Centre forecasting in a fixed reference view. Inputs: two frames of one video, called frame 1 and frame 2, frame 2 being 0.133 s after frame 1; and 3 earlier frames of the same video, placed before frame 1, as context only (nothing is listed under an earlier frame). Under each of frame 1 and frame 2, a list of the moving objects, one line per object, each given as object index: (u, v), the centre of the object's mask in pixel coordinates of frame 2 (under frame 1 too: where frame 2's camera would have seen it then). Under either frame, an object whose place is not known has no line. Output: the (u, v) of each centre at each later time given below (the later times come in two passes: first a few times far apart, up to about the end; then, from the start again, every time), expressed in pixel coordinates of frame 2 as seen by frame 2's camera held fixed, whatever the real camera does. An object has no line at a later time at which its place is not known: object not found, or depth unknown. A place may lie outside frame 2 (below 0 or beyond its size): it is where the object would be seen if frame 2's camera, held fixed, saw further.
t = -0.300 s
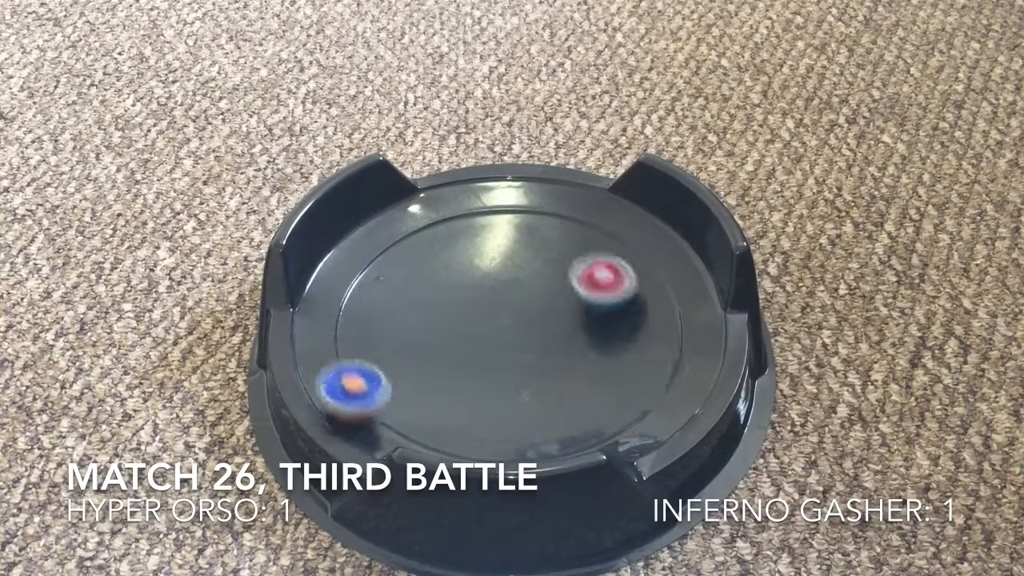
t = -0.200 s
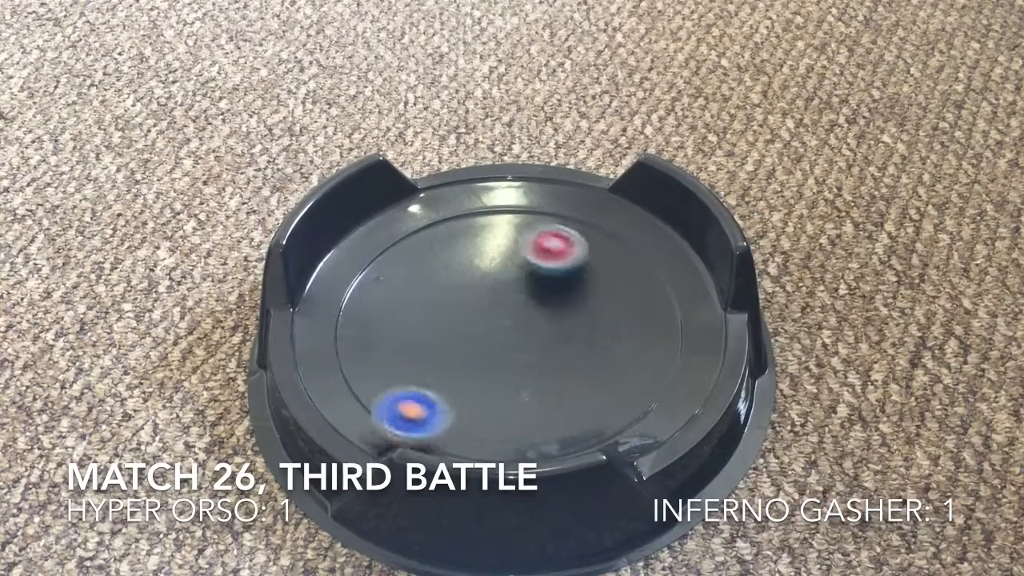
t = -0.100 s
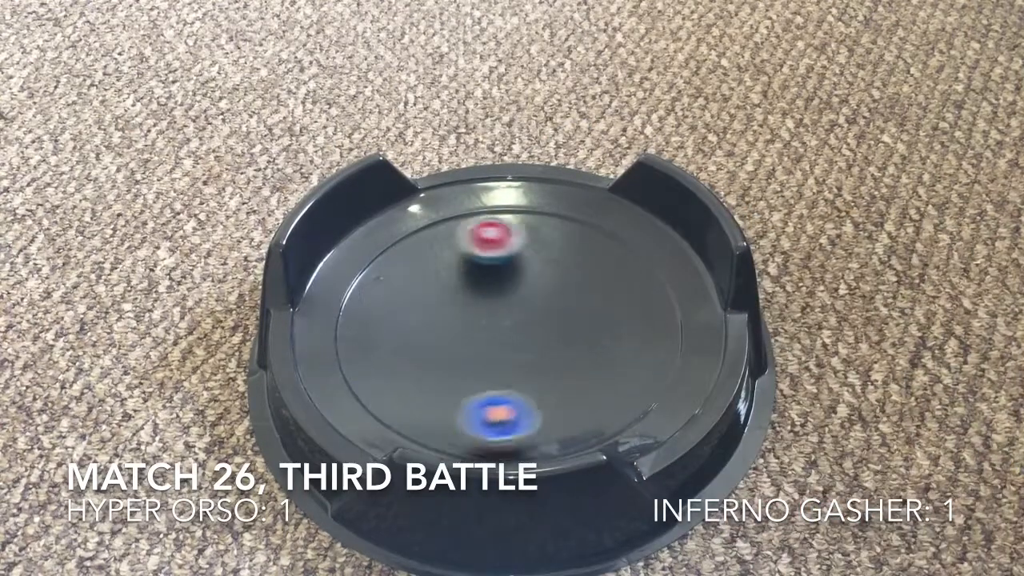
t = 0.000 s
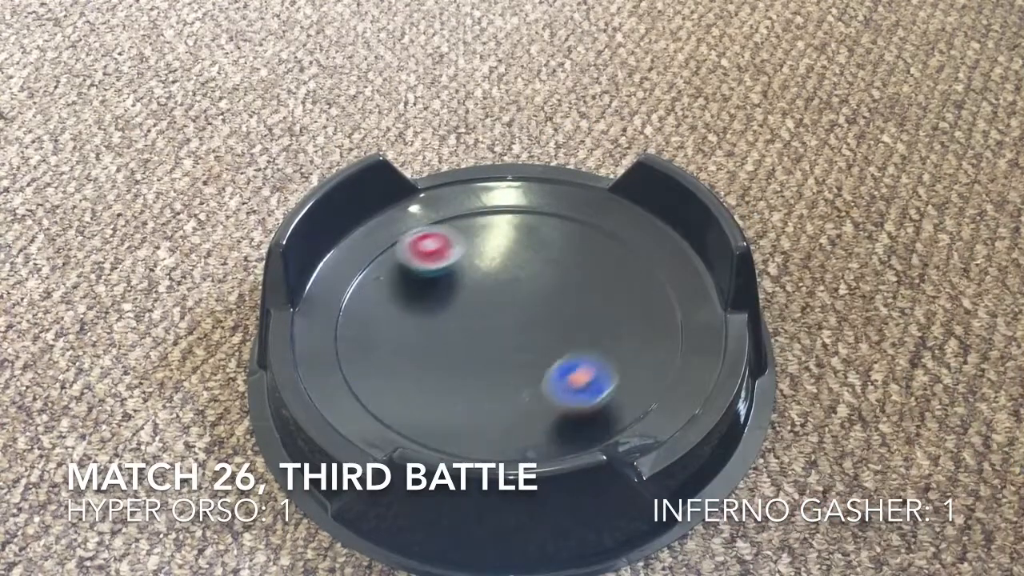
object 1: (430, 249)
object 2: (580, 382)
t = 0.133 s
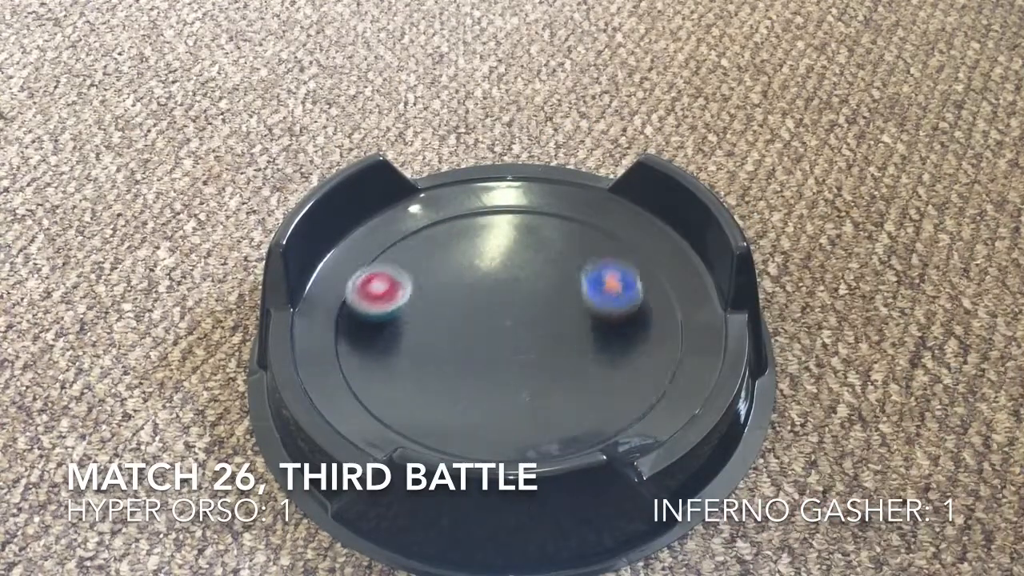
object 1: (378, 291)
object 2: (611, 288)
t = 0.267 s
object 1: (382, 349)
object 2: (548, 205)
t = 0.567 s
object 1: (557, 387)
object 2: (426, 233)
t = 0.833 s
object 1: (591, 272)
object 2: (485, 347)
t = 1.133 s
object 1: (449, 242)
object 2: (622, 271)
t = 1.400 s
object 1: (403, 338)
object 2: (518, 204)
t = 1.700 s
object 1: (574, 378)
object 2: (417, 332)
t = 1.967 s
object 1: (610, 271)
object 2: (623, 406)
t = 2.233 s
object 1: (487, 241)
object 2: (678, 292)
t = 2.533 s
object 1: (422, 346)
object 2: (472, 286)
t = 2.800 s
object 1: (564, 393)
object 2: (429, 407)
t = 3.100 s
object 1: (615, 291)
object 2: (626, 409)
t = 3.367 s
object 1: (487, 260)
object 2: (596, 283)
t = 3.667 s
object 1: (418, 353)
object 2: (353, 274)
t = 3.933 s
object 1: (539, 394)
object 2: (337, 394)
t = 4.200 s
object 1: (593, 306)
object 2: (531, 414)
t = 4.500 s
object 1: (460, 265)
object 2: (577, 242)
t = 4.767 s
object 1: (411, 339)
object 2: (410, 203)
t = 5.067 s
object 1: (545, 374)
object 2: (361, 319)
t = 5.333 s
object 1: (576, 283)
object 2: (552, 387)
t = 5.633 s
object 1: (458, 263)
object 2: (630, 230)
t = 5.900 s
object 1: (439, 341)
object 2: (465, 221)
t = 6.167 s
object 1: (559, 364)
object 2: (420, 348)
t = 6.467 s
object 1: (575, 276)
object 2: (632, 384)
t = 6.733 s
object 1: (474, 277)
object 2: (647, 270)
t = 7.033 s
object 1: (471, 364)
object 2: (466, 259)
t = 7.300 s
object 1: (584, 358)
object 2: (412, 380)
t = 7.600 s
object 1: (548, 281)
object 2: (598, 407)
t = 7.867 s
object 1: (450, 303)
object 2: (606, 290)
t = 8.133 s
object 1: (473, 373)
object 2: (430, 257)
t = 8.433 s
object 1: (571, 338)
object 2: (379, 367)
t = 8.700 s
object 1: (514, 279)
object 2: (539, 392)
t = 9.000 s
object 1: (436, 317)
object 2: (569, 259)
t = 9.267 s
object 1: (503, 365)
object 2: (434, 242)
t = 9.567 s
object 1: (564, 305)
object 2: (424, 350)
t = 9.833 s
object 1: (493, 273)
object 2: (583, 354)
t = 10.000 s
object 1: (456, 301)
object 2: (611, 289)
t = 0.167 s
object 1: (374, 304)
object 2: (602, 263)
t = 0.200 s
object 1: (372, 319)
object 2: (587, 240)
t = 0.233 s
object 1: (376, 334)
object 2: (569, 221)
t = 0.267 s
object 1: (382, 349)
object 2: (548, 205)
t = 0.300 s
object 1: (393, 363)
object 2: (521, 190)
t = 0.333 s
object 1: (407, 374)
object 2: (493, 183)
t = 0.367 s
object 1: (423, 385)
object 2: (466, 177)
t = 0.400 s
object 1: (443, 393)
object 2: (442, 175)
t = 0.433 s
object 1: (466, 398)
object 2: (429, 174)
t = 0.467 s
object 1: (488, 400)
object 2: (424, 182)
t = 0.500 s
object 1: (512, 399)
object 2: (424, 201)
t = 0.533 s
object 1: (535, 395)
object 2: (426, 213)
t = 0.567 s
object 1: (557, 387)
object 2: (426, 233)
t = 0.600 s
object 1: (575, 376)
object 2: (426, 251)
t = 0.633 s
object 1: (590, 362)
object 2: (427, 269)
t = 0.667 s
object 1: (600, 347)
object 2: (428, 286)
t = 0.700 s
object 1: (606, 332)
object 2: (433, 301)
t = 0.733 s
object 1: (608, 316)
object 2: (440, 316)
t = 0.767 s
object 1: (606, 300)
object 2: (452, 329)
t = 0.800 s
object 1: (601, 286)
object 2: (466, 339)
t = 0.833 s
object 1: (591, 272)
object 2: (485, 347)
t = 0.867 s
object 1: (580, 259)
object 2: (504, 352)
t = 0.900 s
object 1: (566, 249)
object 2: (527, 353)
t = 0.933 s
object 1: (552, 242)
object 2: (549, 350)
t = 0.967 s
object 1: (538, 237)
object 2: (570, 343)
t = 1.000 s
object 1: (519, 234)
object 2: (588, 333)
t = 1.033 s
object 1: (499, 233)
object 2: (604, 319)
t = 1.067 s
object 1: (481, 233)
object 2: (614, 303)
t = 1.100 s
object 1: (462, 237)
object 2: (621, 288)
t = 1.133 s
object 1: (449, 242)
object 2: (622, 271)
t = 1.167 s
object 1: (433, 249)
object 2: (620, 256)
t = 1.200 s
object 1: (419, 259)
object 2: (614, 242)
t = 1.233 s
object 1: (408, 270)
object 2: (604, 229)
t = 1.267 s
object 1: (399, 282)
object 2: (592, 217)
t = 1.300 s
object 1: (395, 294)
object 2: (577, 208)
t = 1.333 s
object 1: (394, 309)
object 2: (558, 204)
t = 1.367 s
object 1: (396, 324)
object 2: (539, 203)
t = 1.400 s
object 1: (403, 338)
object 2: (518, 204)
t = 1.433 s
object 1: (412, 351)
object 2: (498, 210)
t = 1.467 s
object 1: (426, 364)
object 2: (476, 217)
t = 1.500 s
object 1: (443, 375)
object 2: (459, 228)
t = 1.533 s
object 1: (462, 382)
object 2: (444, 241)
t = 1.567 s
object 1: (484, 388)
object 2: (430, 256)
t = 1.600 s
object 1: (507, 390)
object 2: (421, 274)
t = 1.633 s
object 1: (530, 389)
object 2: (416, 291)
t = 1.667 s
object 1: (553, 385)
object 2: (415, 312)
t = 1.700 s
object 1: (574, 378)
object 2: (417, 332)
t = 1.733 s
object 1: (591, 367)
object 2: (427, 353)
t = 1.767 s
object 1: (606, 355)
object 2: (443, 372)
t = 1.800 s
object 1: (615, 340)
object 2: (464, 389)
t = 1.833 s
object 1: (622, 326)
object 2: (492, 402)
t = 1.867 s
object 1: (624, 311)
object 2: (522, 410)
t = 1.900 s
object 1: (622, 297)
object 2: (557, 415)
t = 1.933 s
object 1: (618, 284)
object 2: (590, 413)
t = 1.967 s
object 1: (610, 271)
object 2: (623, 406)
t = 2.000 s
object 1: (599, 260)
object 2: (652, 391)
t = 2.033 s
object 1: (586, 252)
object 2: (676, 377)
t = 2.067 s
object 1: (572, 244)
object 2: (693, 360)
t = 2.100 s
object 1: (557, 240)
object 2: (708, 342)
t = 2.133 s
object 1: (541, 237)
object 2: (712, 325)
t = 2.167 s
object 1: (524, 237)
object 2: (710, 305)
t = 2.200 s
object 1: (507, 239)
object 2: (694, 295)
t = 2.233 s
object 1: (487, 241)
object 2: (678, 292)
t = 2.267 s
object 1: (469, 247)
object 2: (654, 285)
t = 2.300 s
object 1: (453, 255)
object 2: (632, 278)
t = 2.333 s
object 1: (441, 264)
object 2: (610, 271)
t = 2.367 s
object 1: (429, 276)
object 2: (588, 267)
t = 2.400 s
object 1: (421, 289)
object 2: (566, 265)
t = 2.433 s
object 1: (416, 303)
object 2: (543, 266)
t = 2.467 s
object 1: (414, 317)
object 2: (519, 270)
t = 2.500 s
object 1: (416, 332)
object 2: (493, 278)
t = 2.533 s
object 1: (422, 346)
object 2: (472, 286)
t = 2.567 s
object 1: (431, 360)
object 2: (454, 296)
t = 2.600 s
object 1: (444, 372)
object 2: (437, 309)
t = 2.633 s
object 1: (460, 383)
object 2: (425, 325)
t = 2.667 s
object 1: (478, 390)
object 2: (416, 342)
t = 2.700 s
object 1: (498, 395)
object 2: (412, 359)
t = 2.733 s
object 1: (519, 397)
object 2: (412, 377)
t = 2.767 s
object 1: (542, 396)
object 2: (418, 392)
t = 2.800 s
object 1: (564, 393)
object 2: (429, 407)
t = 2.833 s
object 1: (583, 386)
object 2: (446, 420)
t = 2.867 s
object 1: (599, 377)
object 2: (466, 429)
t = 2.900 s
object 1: (613, 366)
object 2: (491, 435)
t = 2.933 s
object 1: (622, 354)
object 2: (519, 436)
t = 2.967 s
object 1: (628, 341)
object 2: (545, 435)
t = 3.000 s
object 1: (630, 328)
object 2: (569, 432)
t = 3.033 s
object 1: (628, 315)
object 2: (591, 425)
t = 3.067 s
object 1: (623, 302)
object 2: (610, 419)
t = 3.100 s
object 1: (615, 291)
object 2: (626, 409)
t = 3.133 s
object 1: (604, 280)
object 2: (638, 397)
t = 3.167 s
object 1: (591, 271)
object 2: (647, 381)
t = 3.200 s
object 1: (576, 264)
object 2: (651, 363)
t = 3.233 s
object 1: (560, 259)
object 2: (649, 346)
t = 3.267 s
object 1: (544, 257)
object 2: (643, 329)
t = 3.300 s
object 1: (528, 256)
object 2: (631, 312)
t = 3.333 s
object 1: (508, 258)
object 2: (615, 296)
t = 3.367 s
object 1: (487, 260)
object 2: (596, 283)
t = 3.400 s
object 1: (469, 265)
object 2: (572, 271)
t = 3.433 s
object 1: (452, 273)
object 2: (547, 261)
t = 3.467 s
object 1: (441, 280)
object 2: (520, 254)
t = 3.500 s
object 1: (429, 291)
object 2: (488, 250)
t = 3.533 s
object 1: (420, 302)
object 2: (457, 250)
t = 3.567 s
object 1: (414, 314)
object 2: (427, 251)
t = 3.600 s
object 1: (412, 327)
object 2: (399, 257)
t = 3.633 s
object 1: (413, 339)
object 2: (374, 266)
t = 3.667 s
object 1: (418, 353)
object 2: (353, 274)
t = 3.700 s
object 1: (424, 364)
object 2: (339, 287)
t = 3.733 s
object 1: (435, 375)
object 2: (329, 303)
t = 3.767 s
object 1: (448, 383)
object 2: (322, 319)
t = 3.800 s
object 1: (464, 390)
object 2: (318, 337)
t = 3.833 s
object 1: (482, 395)
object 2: (318, 353)
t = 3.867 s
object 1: (500, 397)
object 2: (320, 369)
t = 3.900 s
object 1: (519, 397)
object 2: (326, 382)
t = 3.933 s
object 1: (539, 394)
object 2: (337, 394)
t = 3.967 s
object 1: (556, 388)
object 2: (352, 405)
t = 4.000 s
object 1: (571, 380)
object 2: (371, 413)
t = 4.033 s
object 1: (584, 370)
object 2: (394, 418)
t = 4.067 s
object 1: (593, 358)
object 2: (421, 420)
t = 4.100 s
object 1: (599, 345)
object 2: (448, 425)
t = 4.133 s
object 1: (600, 332)
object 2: (476, 426)
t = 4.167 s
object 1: (599, 319)
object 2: (503, 422)
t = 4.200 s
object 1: (593, 306)
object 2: (531, 414)
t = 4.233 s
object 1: (585, 295)
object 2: (555, 403)
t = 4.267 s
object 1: (573, 284)
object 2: (577, 388)
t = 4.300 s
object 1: (560, 275)
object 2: (595, 370)
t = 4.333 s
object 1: (545, 268)
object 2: (606, 350)
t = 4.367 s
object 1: (530, 263)
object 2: (612, 329)
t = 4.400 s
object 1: (515, 262)
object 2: (611, 306)
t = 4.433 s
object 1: (495, 260)
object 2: (605, 284)
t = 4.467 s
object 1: (477, 262)
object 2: (593, 263)
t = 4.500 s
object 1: (460, 265)
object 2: (577, 242)
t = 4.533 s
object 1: (447, 269)
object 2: (559, 227)
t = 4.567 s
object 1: (435, 276)
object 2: (539, 213)
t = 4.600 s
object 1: (424, 285)
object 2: (513, 202)
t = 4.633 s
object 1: (416, 294)
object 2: (487, 195)
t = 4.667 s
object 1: (410, 304)
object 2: (464, 194)
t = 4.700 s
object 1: (407, 315)
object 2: (445, 196)
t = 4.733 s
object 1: (407, 327)
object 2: (427, 199)
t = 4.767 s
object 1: (411, 339)
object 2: (410, 203)
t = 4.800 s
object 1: (418, 349)
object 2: (394, 210)
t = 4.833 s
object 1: (428, 360)
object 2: (380, 220)
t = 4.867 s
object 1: (440, 369)
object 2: (368, 231)
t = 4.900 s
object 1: (455, 375)
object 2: (359, 243)
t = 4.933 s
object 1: (472, 380)
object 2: (352, 256)
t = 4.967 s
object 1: (490, 382)
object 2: (348, 270)
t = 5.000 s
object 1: (509, 382)
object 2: (348, 285)
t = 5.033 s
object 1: (528, 380)
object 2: (353, 303)
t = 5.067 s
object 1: (545, 374)
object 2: (361, 319)
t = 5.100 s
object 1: (560, 366)
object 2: (373, 337)
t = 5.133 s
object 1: (572, 356)
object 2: (389, 352)
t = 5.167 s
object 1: (581, 344)
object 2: (409, 367)
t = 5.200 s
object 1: (587, 332)
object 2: (432, 378)
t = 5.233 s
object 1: (589, 319)
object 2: (459, 387)
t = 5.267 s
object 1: (588, 307)
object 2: (490, 391)
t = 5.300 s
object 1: (583, 295)
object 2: (521, 391)
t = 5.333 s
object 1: (576, 283)
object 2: (552, 387)
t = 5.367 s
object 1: (566, 273)
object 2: (583, 376)
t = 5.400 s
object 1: (556, 266)
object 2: (608, 364)
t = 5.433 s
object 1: (544, 259)
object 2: (629, 346)
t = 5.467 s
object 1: (533, 256)
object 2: (644, 326)
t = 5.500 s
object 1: (519, 254)
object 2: (652, 305)
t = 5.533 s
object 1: (502, 252)
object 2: (654, 284)
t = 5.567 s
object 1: (486, 254)
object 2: (652, 264)
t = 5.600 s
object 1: (472, 257)
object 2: (644, 246)
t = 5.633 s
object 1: (458, 263)
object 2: (630, 230)
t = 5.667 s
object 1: (448, 270)
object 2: (610, 220)
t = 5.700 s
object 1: (440, 277)
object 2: (587, 213)
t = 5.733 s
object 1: (433, 287)
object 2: (563, 207)
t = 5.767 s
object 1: (428, 297)
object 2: (543, 205)
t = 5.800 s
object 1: (427, 308)
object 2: (522, 205)
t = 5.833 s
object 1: (427, 319)
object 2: (502, 208)
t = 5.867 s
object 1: (431, 330)
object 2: (481, 213)
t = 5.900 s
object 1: (439, 341)
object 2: (465, 221)
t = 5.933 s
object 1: (450, 351)
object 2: (449, 232)
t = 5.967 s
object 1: (463, 360)
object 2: (432, 247)
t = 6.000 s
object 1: (477, 366)
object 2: (421, 261)
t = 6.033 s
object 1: (493, 370)
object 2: (413, 279)
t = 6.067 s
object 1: (509, 372)
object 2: (408, 292)
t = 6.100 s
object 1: (527, 372)
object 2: (408, 311)
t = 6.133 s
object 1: (543, 369)
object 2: (411, 330)
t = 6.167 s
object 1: (559, 364)
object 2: (420, 348)
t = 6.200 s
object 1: (571, 356)
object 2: (433, 365)
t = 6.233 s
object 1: (582, 347)
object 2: (451, 380)
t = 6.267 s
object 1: (589, 336)
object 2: (474, 391)
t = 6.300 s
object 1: (594, 326)
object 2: (501, 400)
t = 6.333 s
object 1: (596, 315)
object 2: (528, 405)
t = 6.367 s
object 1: (594, 304)
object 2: (558, 406)
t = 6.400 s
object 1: (590, 293)
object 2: (586, 401)
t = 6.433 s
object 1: (584, 284)
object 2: (611, 394)
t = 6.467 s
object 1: (575, 276)
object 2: (632, 384)
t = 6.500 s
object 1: (564, 270)
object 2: (651, 370)
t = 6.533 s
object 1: (552, 265)
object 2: (664, 355)
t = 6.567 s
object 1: (540, 263)
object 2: (673, 340)
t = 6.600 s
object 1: (527, 262)
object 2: (675, 325)
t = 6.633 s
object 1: (512, 264)
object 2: (674, 310)
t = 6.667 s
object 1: (498, 267)
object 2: (668, 294)
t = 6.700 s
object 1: (485, 271)
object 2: (659, 281)
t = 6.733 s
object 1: (474, 277)
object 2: (647, 270)
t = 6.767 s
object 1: (464, 284)
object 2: (632, 259)
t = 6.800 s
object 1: (456, 293)
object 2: (615, 250)
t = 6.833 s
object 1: (450, 303)
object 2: (596, 244)
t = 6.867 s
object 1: (447, 314)
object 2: (576, 241)
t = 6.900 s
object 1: (446, 325)
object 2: (556, 239)
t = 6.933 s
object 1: (448, 335)
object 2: (535, 242)
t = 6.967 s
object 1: (453, 345)
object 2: (511, 245)
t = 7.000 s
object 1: (461, 356)
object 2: (489, 250)
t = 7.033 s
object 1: (471, 364)
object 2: (466, 259)
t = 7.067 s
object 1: (483, 371)
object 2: (446, 270)
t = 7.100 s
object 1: (498, 375)
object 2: (428, 284)
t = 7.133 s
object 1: (513, 379)
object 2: (415, 298)
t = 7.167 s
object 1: (529, 379)
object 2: (406, 313)
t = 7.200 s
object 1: (546, 377)
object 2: (400, 331)
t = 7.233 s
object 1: (561, 373)
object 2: (399, 348)
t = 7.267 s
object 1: (574, 366)
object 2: (403, 365)
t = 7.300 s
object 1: (584, 358)
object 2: (412, 380)
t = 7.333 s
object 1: (590, 349)
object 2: (424, 394)
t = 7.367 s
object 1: (594, 338)
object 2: (442, 406)
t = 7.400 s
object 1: (594, 328)
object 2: (462, 415)
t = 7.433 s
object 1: (592, 318)
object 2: (486, 422)
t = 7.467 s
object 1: (587, 309)
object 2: (509, 425)
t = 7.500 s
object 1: (580, 300)
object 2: (534, 426)
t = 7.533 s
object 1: (571, 293)
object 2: (557, 421)
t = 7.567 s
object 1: (560, 286)
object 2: (579, 414)
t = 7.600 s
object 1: (548, 281)
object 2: (598, 407)
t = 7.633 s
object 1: (534, 278)
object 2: (615, 395)
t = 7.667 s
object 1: (522, 278)
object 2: (627, 381)
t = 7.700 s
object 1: (507, 279)
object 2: (634, 365)
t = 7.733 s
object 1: (493, 281)
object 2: (637, 350)
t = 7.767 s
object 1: (480, 285)
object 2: (635, 333)
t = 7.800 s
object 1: (469, 289)
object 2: (629, 318)
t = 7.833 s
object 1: (459, 296)
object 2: (619, 303)
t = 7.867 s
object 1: (450, 303)
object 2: (606, 290)
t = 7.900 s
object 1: (443, 312)
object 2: (589, 277)
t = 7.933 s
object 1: (439, 322)
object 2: (570, 267)
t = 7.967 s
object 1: (438, 332)
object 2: (549, 259)
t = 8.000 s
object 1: (440, 342)
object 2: (529, 254)
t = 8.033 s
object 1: (445, 352)
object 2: (503, 250)
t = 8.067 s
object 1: (452, 360)
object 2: (477, 251)
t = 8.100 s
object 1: (461, 368)
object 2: (453, 252)
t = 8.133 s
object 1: (473, 373)
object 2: (430, 257)
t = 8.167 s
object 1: (486, 377)
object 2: (413, 265)
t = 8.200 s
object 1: (500, 379)
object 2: (396, 274)
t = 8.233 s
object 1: (514, 379)
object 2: (382, 285)
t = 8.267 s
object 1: (528, 376)
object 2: (372, 297)
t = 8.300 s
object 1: (541, 372)
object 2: (366, 309)
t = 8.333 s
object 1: (553, 365)
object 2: (364, 324)
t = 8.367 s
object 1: (561, 357)
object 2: (366, 339)
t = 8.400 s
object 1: (568, 348)
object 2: (371, 353)
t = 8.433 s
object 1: (571, 338)
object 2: (379, 367)
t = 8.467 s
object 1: (572, 328)
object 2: (391, 378)
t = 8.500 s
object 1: (570, 318)
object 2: (407, 388)
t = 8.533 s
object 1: (566, 308)
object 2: (426, 396)
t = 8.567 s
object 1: (558, 299)
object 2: (448, 401)
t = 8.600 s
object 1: (549, 291)
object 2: (471, 404)
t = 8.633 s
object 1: (538, 285)
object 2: (495, 403)
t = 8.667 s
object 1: (526, 281)
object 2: (517, 400)
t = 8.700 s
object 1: (514, 279)
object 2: (539, 392)
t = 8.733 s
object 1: (501, 278)
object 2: (559, 382)
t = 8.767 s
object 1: (488, 278)
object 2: (576, 369)
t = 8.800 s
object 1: (476, 280)
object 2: (589, 354)
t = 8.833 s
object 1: (466, 284)
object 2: (596, 338)
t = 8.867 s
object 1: (457, 288)
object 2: (599, 321)
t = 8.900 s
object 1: (449, 294)
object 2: (597, 304)
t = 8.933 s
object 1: (443, 301)
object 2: (591, 288)
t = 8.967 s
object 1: (438, 309)
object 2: (581, 273)
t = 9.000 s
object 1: (436, 317)
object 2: (569, 259)
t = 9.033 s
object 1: (435, 326)
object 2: (555, 249)
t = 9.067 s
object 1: (439, 335)
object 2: (538, 240)
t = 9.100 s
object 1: (445, 343)
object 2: (521, 234)
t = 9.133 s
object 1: (454, 351)
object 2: (503, 231)
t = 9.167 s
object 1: (464, 357)
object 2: (483, 231)
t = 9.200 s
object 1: (477, 361)
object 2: (465, 231)
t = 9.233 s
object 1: (490, 364)
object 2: (448, 236)
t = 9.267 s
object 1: (503, 365)
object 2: (434, 242)
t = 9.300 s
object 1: (516, 364)
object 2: (421, 250)
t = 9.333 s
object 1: (529, 361)
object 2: (409, 260)
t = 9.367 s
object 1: (540, 356)
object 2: (402, 271)
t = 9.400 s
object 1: (550, 349)
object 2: (396, 284)
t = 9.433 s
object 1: (557, 342)
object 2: (394, 297)
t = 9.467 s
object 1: (562, 333)
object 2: (396, 311)
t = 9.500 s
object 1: (566, 324)
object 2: (402, 325)
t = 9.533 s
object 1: (566, 314)
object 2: (411, 338)
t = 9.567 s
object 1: (564, 305)
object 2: (424, 350)
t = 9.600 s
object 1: (560, 296)
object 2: (441, 360)
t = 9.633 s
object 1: (554, 289)
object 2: (459, 369)
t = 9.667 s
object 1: (546, 282)
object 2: (480, 374)
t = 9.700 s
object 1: (536, 277)
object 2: (502, 376)
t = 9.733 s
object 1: (527, 274)
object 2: (525, 376)
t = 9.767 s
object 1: (516, 272)
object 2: (546, 372)
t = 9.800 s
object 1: (505, 272)
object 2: (566, 365)
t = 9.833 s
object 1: (493, 273)
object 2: (583, 354)
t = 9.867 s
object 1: (483, 276)
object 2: (597, 342)
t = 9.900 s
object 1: (474, 280)
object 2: (606, 329)
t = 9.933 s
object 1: (466, 286)
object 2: (611, 315)
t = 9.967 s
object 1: (460, 293)
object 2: (613, 302)
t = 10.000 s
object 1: (456, 301)
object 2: (611, 289)
